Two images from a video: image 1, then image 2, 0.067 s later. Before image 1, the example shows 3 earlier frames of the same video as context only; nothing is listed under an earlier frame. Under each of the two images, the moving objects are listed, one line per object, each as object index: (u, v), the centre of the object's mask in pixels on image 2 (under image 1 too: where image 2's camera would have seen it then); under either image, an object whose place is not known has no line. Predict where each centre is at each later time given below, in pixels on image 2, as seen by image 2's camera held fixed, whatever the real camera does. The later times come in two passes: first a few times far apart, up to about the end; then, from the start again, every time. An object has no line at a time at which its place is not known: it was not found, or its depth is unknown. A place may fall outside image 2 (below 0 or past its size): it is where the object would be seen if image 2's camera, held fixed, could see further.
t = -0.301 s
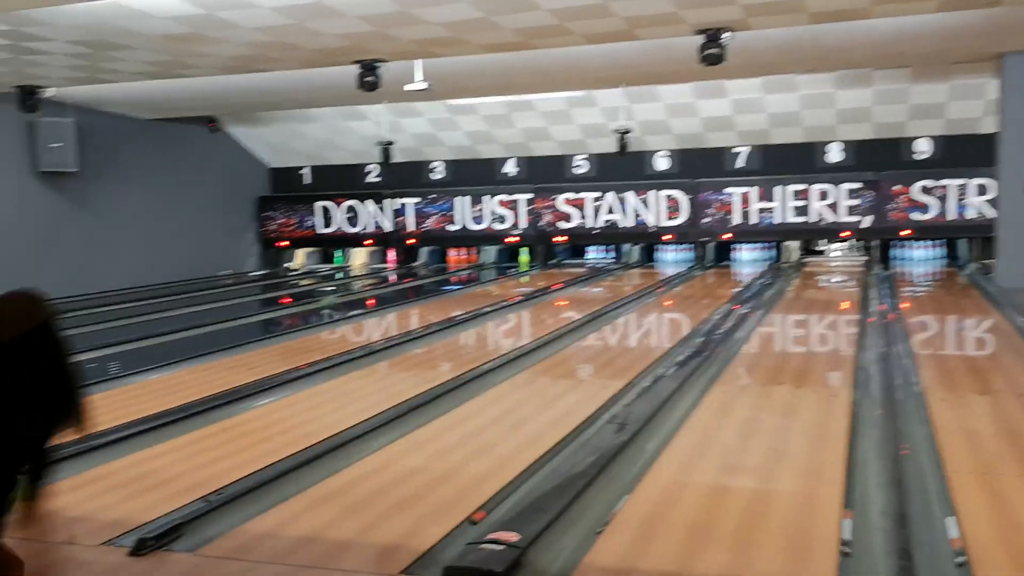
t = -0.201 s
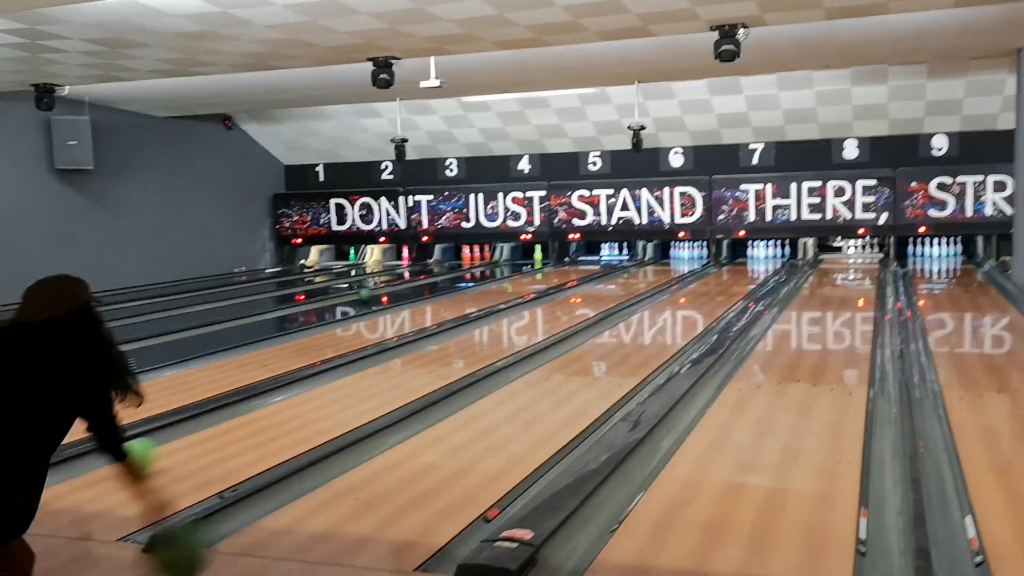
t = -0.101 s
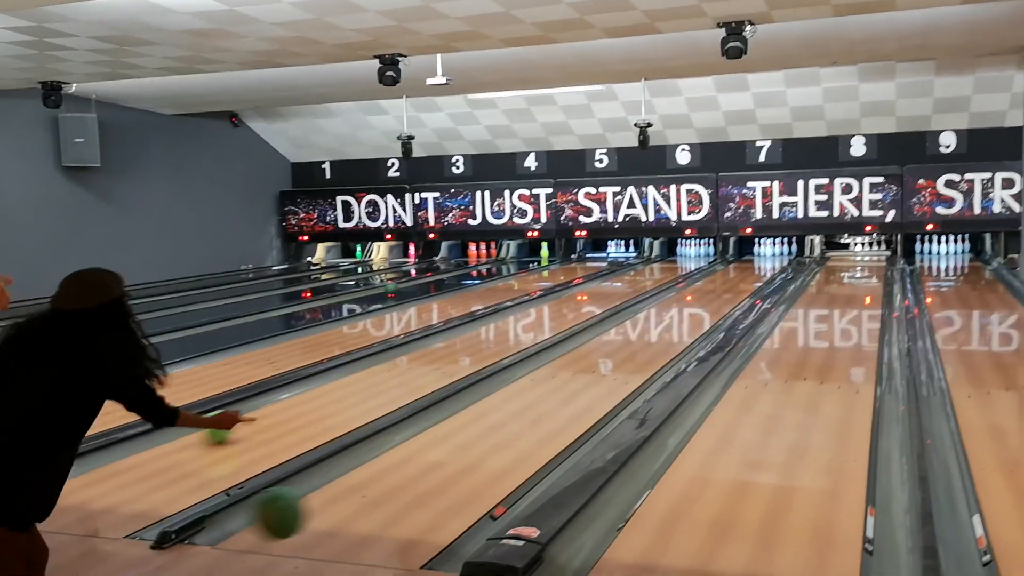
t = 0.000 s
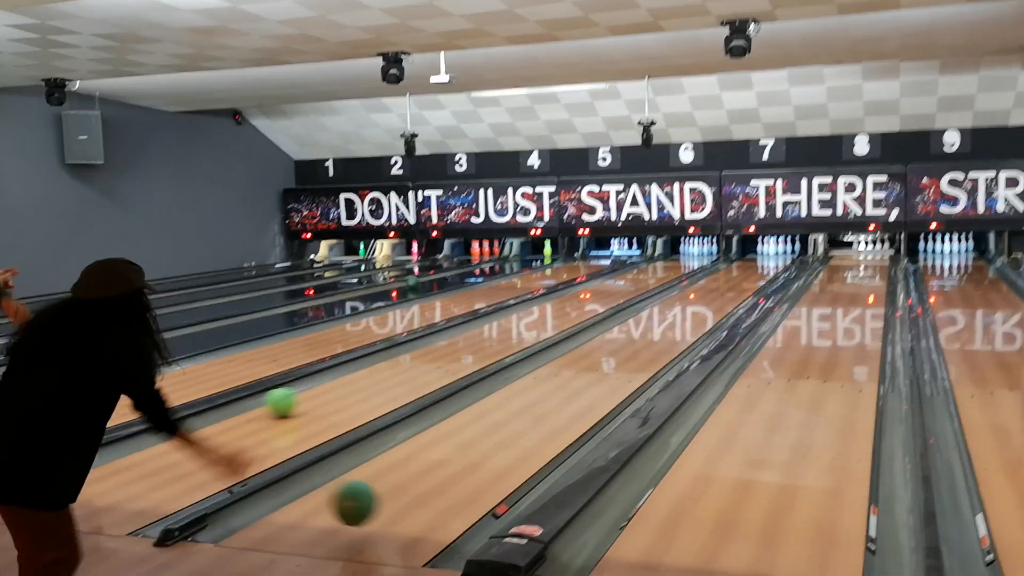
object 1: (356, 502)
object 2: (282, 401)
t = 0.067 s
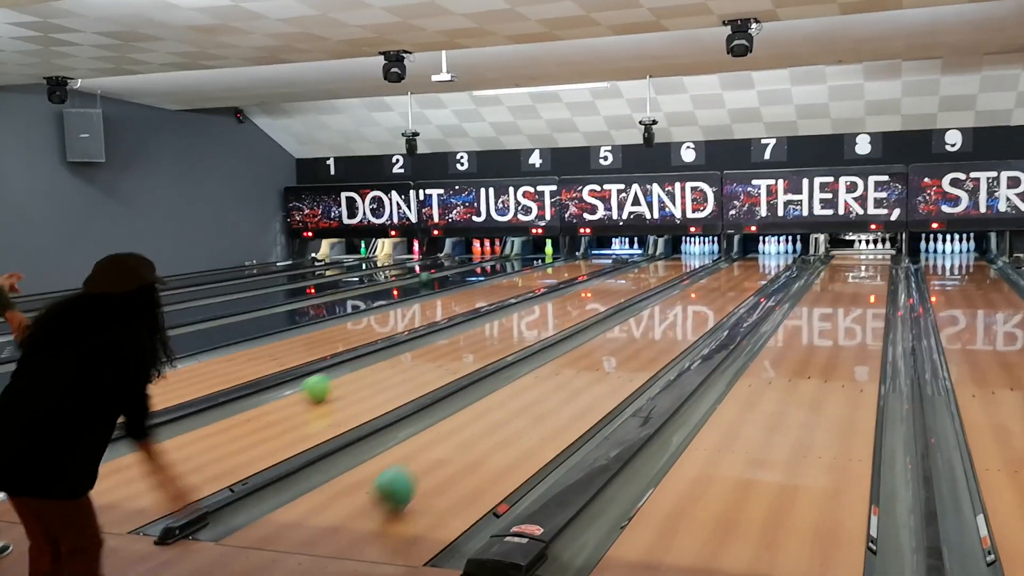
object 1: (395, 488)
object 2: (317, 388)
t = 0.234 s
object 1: (467, 443)
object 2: (387, 362)
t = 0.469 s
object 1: (536, 398)
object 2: (461, 336)
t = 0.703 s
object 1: (584, 365)
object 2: (516, 316)
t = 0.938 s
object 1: (617, 343)
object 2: (558, 300)
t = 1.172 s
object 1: (643, 326)
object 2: (590, 289)
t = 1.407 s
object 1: (663, 312)
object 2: (617, 279)
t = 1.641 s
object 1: (679, 300)
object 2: (640, 272)
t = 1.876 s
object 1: (691, 292)
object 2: (658, 265)
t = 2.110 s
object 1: (702, 284)
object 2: (674, 259)
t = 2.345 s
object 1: (711, 278)
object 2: (686, 254)
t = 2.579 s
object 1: (719, 272)
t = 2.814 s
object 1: (726, 267)
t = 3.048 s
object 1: (733, 263)
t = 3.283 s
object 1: (739, 259)
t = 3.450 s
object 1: (743, 257)
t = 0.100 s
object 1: (411, 475)
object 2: (332, 382)
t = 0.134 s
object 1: (427, 465)
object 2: (347, 377)
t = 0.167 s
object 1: (441, 458)
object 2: (361, 372)
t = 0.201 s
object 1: (454, 452)
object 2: (375, 367)
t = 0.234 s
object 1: (467, 443)
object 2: (387, 362)
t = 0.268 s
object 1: (478, 436)
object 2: (400, 357)
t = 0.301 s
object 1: (489, 429)
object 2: (411, 353)
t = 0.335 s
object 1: (499, 422)
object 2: (422, 350)
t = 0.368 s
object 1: (509, 416)
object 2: (433, 346)
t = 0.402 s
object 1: (519, 409)
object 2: (442, 342)
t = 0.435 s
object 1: (527, 403)
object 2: (452, 339)
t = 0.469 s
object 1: (536, 398)
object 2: (461, 336)
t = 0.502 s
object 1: (544, 393)
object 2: (470, 333)
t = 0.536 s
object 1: (551, 388)
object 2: (478, 330)
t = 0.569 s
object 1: (559, 383)
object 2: (486, 327)
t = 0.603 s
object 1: (565, 378)
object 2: (494, 325)
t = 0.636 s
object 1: (572, 373)
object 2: (502, 322)
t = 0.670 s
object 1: (578, 369)
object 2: (509, 319)
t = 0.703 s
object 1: (584, 365)
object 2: (516, 316)
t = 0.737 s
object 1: (589, 362)
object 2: (523, 314)
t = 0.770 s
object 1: (594, 359)
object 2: (529, 311)
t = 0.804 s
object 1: (599, 355)
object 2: (535, 309)
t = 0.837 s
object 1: (604, 352)
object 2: (540, 307)
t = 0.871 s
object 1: (609, 349)
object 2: (546, 305)
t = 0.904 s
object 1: (613, 346)
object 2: (552, 303)
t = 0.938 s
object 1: (617, 343)
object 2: (558, 300)
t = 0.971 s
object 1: (621, 340)
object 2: (563, 298)
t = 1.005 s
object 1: (625, 338)
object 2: (568, 297)
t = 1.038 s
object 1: (629, 335)
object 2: (572, 295)
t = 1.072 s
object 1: (633, 333)
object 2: (577, 293)
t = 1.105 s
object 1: (636, 330)
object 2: (581, 292)
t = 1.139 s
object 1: (640, 328)
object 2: (586, 290)
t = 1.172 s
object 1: (643, 326)
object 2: (590, 289)
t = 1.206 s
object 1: (646, 323)
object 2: (595, 287)
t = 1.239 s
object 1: (649, 322)
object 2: (598, 286)
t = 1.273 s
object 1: (652, 319)
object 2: (603, 285)
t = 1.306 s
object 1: (655, 317)
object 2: (606, 284)
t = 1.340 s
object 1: (658, 315)
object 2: (610, 282)
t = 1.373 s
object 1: (660, 313)
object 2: (614, 281)
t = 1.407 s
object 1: (663, 312)
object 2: (617, 279)
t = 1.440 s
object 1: (665, 310)
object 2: (621, 278)
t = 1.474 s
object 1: (668, 308)
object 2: (624, 277)
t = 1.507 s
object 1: (670, 307)
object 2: (628, 276)
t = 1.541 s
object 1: (672, 305)
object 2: (630, 275)
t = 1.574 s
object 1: (675, 304)
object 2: (633, 274)
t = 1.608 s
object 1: (677, 301)
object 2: (636, 272)
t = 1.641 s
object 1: (679, 300)
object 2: (640, 272)
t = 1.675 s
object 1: (681, 299)
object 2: (642, 270)
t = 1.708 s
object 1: (683, 298)
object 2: (645, 269)
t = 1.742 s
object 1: (684, 297)
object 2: (648, 268)
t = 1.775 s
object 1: (686, 295)
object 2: (650, 267)
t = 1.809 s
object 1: (688, 294)
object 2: (653, 266)
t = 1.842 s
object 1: (689, 293)
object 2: (656, 265)
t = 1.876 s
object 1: (691, 292)
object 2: (658, 265)
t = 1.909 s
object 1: (693, 291)
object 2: (660, 264)
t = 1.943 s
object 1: (695, 289)
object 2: (663, 263)
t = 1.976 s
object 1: (697, 288)
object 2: (665, 262)
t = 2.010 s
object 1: (698, 287)
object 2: (667, 261)
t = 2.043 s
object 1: (699, 286)
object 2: (669, 260)
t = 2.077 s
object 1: (701, 285)
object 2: (671, 260)
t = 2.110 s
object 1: (702, 284)
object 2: (674, 259)
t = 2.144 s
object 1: (703, 283)
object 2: (676, 258)
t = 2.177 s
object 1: (705, 282)
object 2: (677, 257)
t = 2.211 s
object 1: (706, 281)
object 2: (679, 257)
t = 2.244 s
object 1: (707, 281)
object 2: (681, 256)
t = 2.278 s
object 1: (708, 280)
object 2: (683, 255)
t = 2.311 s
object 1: (710, 279)
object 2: (685, 255)
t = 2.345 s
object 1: (711, 278)
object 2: (686, 254)
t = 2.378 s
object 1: (712, 277)
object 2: (688, 253)
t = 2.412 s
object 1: (713, 276)
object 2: (690, 253)
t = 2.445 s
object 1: (714, 276)
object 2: (692, 252)
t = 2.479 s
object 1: (716, 275)
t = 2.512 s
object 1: (717, 274)
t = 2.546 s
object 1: (718, 273)
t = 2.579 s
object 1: (719, 272)
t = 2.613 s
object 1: (720, 271)
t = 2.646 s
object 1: (721, 271)
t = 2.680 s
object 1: (722, 270)
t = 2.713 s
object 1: (723, 268)
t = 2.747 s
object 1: (724, 268)
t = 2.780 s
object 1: (725, 268)
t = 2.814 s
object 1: (726, 267)
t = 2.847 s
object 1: (727, 267)
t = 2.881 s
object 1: (728, 266)
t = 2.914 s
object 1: (729, 265)
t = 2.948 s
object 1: (730, 265)
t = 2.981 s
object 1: (731, 265)
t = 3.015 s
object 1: (732, 264)
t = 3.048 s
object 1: (733, 263)
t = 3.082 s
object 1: (734, 263)
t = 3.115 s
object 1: (735, 262)
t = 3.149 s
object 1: (736, 262)
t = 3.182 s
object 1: (736, 261)
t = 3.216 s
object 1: (737, 260)
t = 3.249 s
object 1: (738, 260)
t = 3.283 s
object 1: (739, 259)
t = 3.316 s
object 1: (740, 259)
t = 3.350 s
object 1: (740, 258)
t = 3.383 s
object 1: (741, 258)
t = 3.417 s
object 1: (742, 257)
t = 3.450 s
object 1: (743, 257)
